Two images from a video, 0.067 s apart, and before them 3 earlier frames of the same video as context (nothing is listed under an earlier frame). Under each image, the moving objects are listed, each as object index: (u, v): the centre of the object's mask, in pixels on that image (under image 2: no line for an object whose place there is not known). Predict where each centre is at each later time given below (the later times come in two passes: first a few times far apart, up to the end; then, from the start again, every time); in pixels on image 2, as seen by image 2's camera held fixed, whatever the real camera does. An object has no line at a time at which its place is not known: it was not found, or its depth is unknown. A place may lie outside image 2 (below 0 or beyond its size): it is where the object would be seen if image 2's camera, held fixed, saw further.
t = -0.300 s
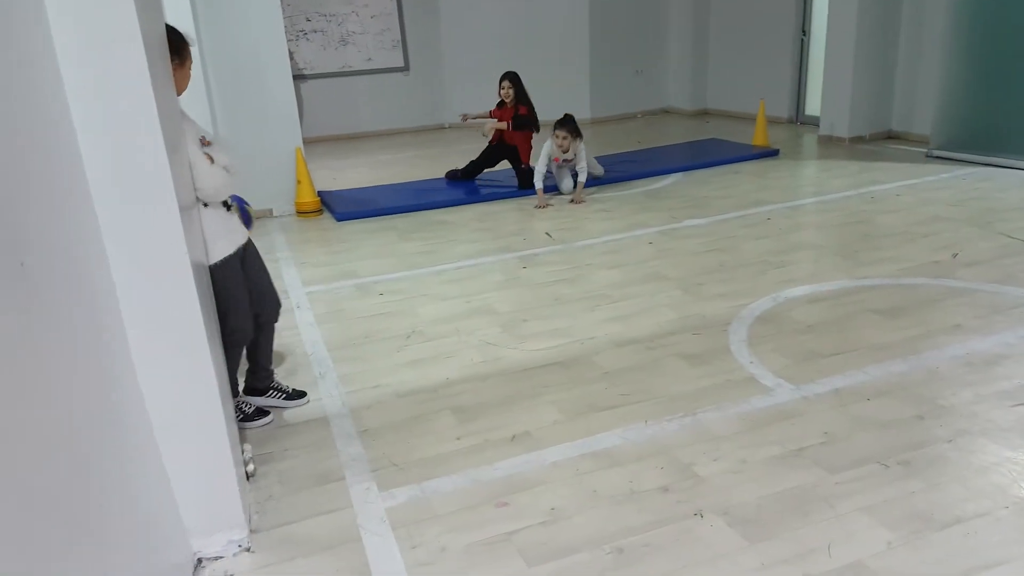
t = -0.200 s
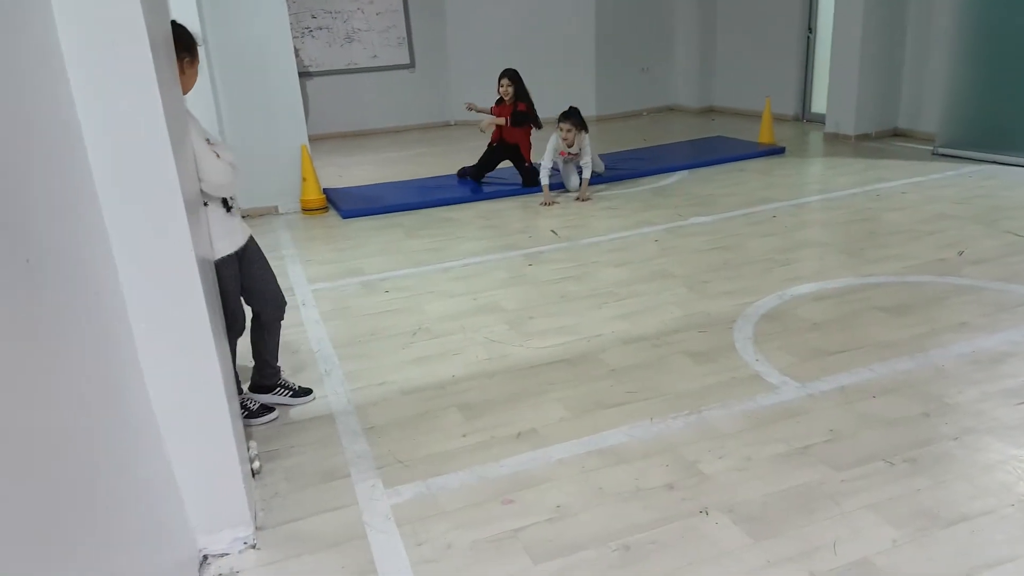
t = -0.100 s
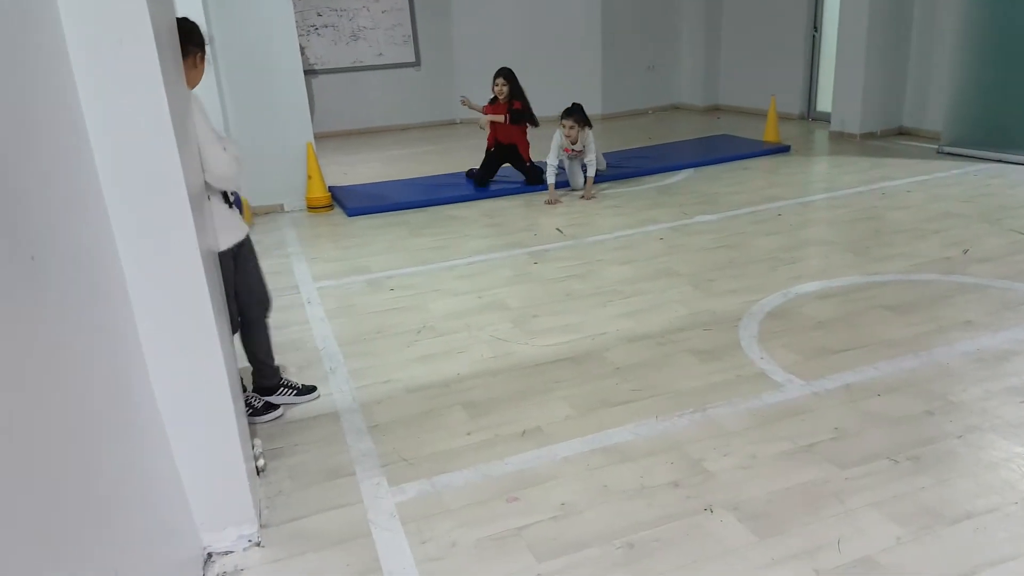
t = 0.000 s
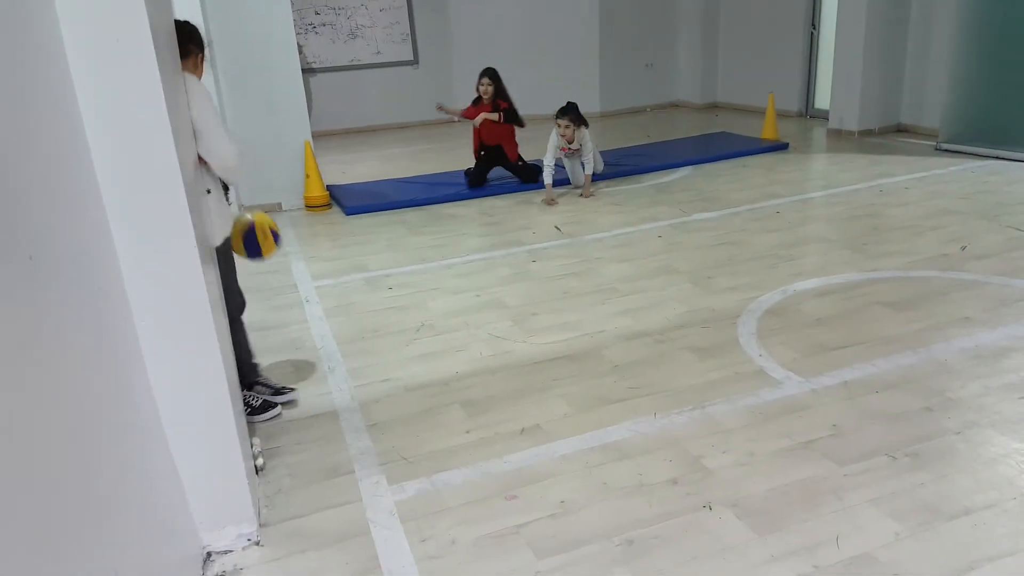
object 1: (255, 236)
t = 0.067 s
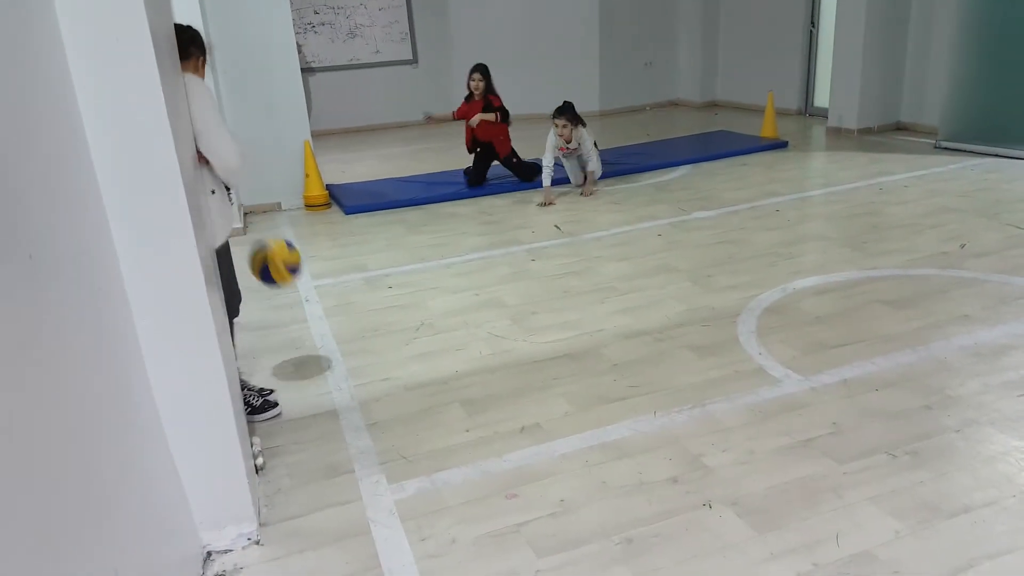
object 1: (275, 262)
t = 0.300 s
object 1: (324, 295)
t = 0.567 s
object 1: (351, 290)
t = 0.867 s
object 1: (392, 320)
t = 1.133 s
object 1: (434, 371)
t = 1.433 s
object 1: (477, 382)
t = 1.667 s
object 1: (514, 386)
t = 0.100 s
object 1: (287, 278)
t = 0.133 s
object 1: (299, 298)
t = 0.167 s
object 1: (311, 319)
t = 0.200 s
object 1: (320, 334)
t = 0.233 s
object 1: (321, 319)
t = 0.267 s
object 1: (322, 306)
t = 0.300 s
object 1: (324, 295)
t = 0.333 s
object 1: (325, 287)
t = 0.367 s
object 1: (328, 280)
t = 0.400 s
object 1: (331, 276)
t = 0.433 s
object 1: (334, 274)
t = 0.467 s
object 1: (338, 274)
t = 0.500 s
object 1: (342, 277)
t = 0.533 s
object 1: (346, 282)
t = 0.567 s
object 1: (351, 290)
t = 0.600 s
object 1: (357, 300)
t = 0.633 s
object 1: (363, 314)
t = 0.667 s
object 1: (369, 329)
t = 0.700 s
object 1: (375, 346)
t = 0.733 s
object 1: (380, 351)
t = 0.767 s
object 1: (382, 339)
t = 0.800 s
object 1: (385, 330)
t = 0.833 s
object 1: (388, 324)
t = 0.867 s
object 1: (392, 320)
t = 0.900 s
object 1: (396, 319)
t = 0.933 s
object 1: (400, 319)
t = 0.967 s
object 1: (405, 323)
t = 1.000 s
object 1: (410, 329)
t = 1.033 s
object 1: (416, 337)
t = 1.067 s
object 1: (422, 348)
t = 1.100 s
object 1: (428, 361)
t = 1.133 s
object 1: (434, 371)
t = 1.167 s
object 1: (437, 362)
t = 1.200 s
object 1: (441, 356)
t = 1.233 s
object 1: (445, 352)
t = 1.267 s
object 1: (450, 350)
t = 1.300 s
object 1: (455, 351)
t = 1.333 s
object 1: (460, 354)
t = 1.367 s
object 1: (465, 361)
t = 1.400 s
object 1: (470, 369)
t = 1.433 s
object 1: (477, 382)
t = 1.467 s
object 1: (482, 383)
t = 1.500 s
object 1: (487, 377)
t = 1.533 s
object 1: (492, 374)
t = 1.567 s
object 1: (497, 373)
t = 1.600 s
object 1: (503, 375)
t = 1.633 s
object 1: (508, 379)
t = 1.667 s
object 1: (514, 386)
